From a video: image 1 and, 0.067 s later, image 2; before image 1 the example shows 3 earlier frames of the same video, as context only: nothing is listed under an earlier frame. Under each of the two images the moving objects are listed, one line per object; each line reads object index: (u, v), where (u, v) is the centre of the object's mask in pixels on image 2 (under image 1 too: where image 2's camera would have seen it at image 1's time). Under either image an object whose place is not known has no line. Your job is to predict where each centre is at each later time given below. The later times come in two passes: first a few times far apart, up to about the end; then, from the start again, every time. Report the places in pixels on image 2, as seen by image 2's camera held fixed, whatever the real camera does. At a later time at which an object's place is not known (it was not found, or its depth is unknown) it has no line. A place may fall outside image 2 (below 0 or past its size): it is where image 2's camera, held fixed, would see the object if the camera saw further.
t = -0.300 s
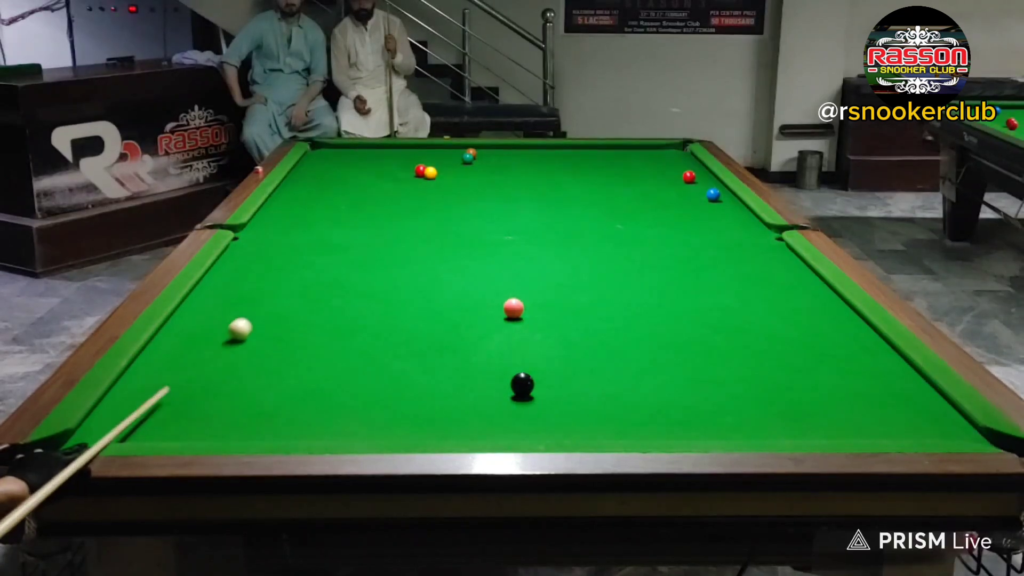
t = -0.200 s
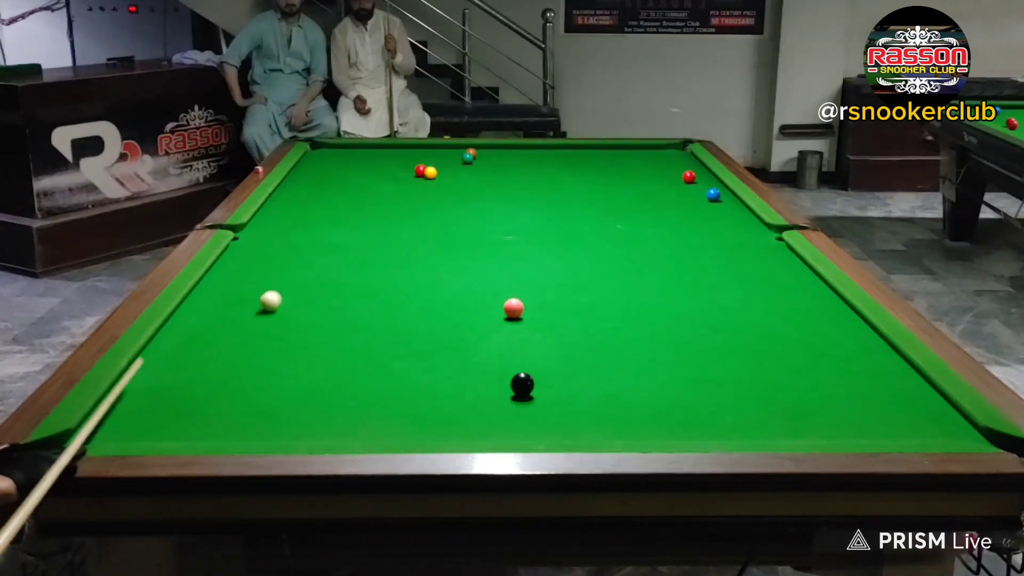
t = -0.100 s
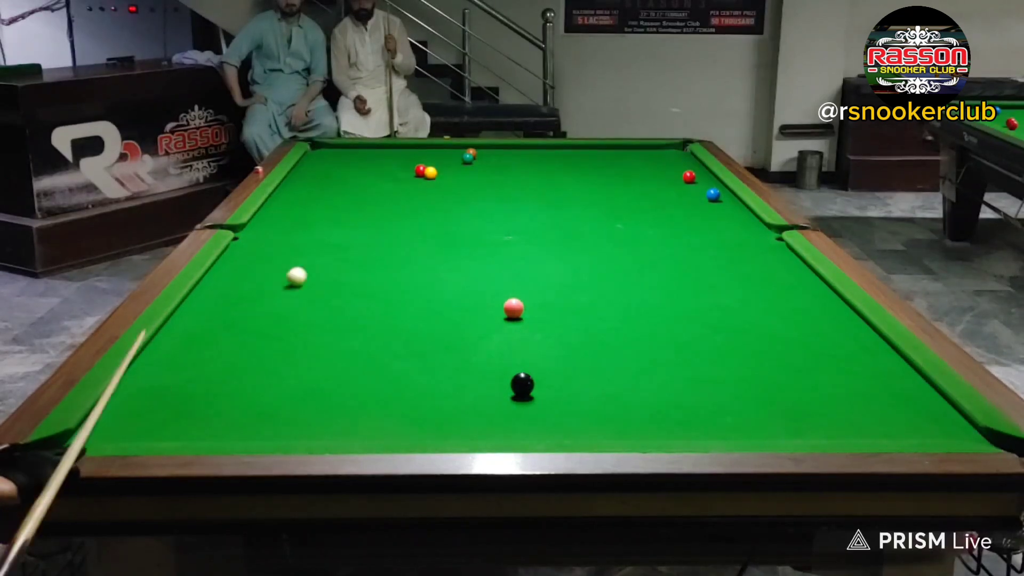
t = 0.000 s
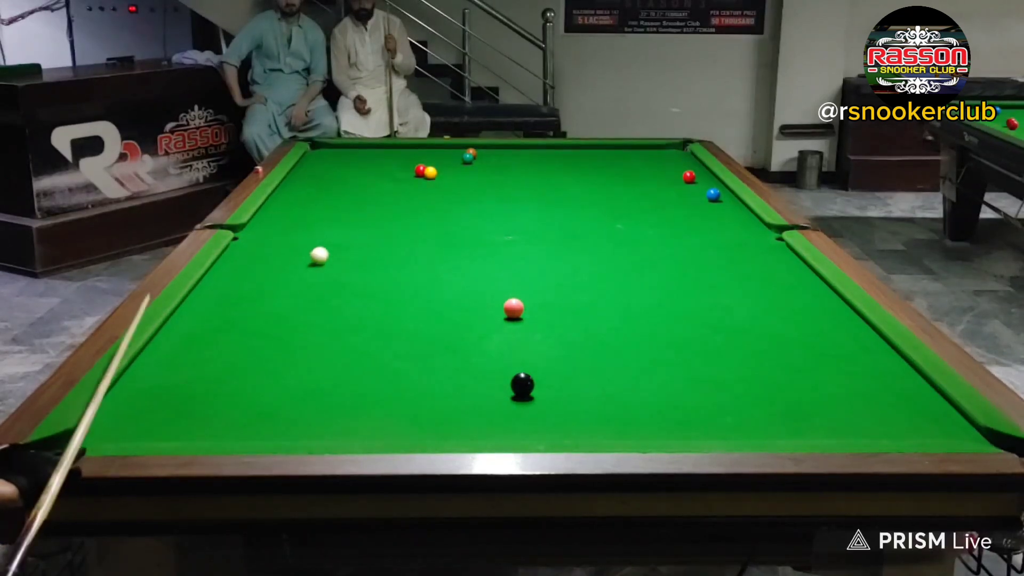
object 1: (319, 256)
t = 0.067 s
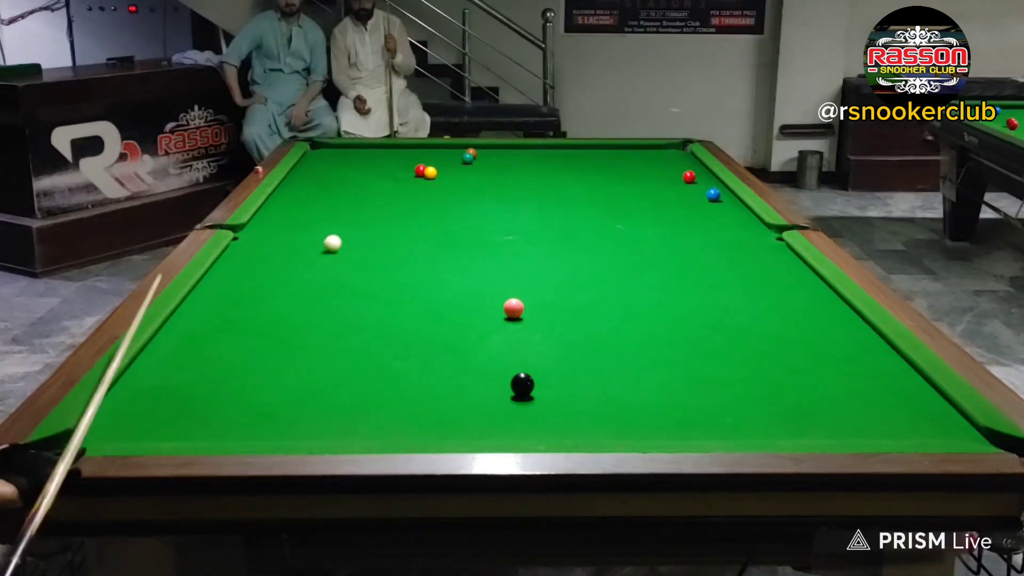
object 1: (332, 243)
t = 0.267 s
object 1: (367, 212)
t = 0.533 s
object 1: (402, 179)
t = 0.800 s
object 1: (387, 158)
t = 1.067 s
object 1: (366, 148)
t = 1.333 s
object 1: (346, 161)
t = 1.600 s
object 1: (325, 176)
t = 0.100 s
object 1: (339, 238)
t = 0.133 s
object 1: (345, 232)
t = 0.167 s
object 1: (350, 227)
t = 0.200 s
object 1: (356, 222)
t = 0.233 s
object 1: (362, 216)
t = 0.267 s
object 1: (367, 212)
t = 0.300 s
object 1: (371, 207)
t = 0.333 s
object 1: (376, 203)
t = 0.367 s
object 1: (381, 199)
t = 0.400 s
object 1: (385, 194)
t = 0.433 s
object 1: (389, 190)
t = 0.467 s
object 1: (394, 186)
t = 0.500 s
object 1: (397, 183)
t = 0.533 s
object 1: (402, 179)
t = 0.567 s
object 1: (405, 176)
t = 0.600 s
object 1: (409, 173)
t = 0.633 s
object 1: (405, 170)
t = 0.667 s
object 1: (400, 168)
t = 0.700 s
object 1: (396, 165)
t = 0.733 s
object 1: (393, 163)
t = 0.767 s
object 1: (390, 161)
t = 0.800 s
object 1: (387, 158)
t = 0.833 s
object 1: (384, 156)
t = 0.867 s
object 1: (381, 154)
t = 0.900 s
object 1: (379, 151)
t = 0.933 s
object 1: (376, 149)
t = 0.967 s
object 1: (373, 147)
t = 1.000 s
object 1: (371, 145)
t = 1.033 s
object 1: (368, 145)
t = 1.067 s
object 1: (366, 148)
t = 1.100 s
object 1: (364, 150)
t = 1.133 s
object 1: (361, 151)
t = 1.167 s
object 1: (359, 153)
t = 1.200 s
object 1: (357, 155)
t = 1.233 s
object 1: (354, 156)
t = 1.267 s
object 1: (352, 158)
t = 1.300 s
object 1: (349, 160)
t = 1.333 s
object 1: (346, 161)
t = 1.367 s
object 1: (344, 163)
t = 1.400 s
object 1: (341, 165)
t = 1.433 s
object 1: (339, 167)
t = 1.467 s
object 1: (336, 168)
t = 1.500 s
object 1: (333, 170)
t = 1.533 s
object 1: (331, 172)
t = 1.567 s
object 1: (328, 174)
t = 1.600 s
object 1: (325, 176)
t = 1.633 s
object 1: (322, 178)
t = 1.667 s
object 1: (319, 180)
